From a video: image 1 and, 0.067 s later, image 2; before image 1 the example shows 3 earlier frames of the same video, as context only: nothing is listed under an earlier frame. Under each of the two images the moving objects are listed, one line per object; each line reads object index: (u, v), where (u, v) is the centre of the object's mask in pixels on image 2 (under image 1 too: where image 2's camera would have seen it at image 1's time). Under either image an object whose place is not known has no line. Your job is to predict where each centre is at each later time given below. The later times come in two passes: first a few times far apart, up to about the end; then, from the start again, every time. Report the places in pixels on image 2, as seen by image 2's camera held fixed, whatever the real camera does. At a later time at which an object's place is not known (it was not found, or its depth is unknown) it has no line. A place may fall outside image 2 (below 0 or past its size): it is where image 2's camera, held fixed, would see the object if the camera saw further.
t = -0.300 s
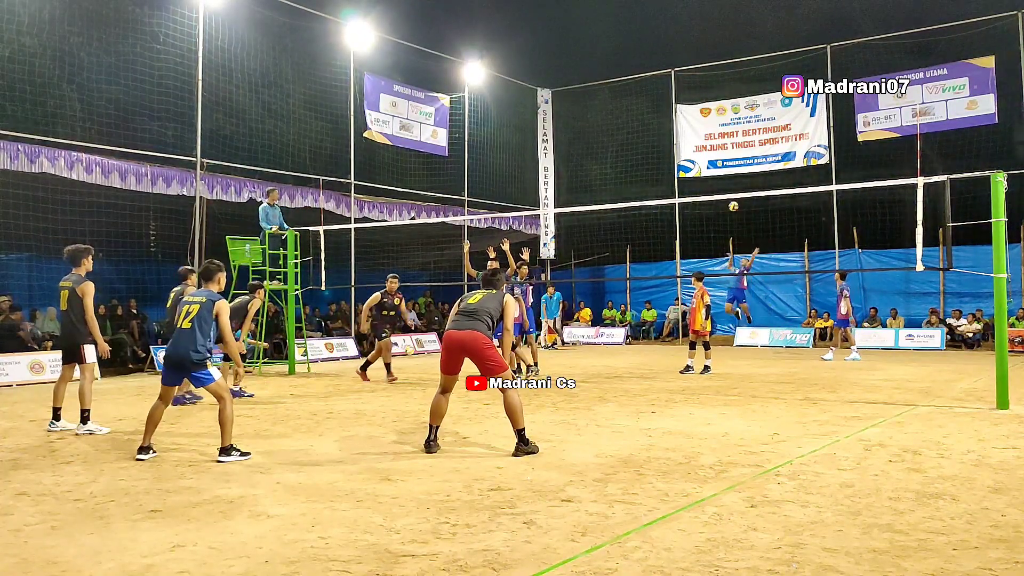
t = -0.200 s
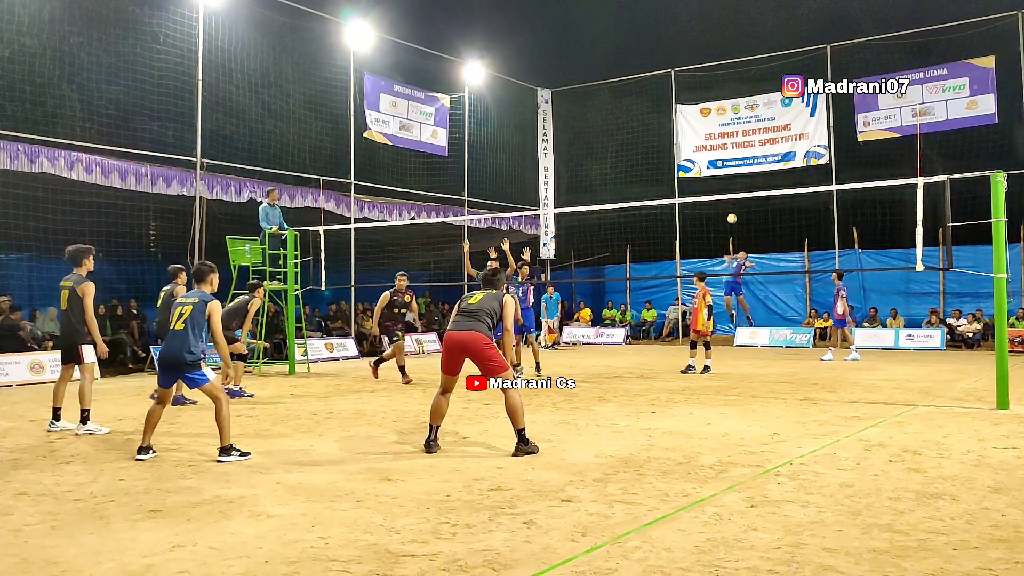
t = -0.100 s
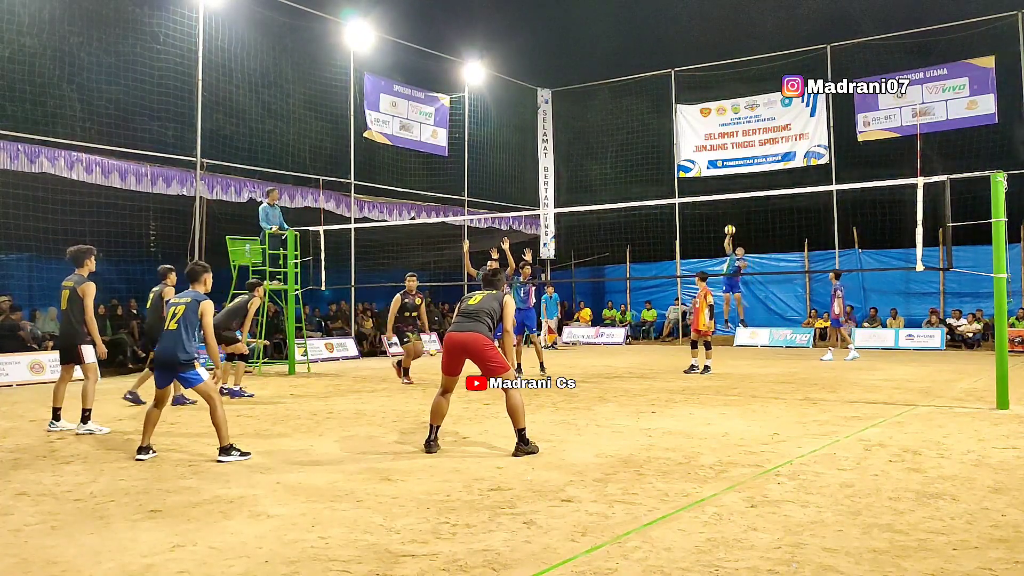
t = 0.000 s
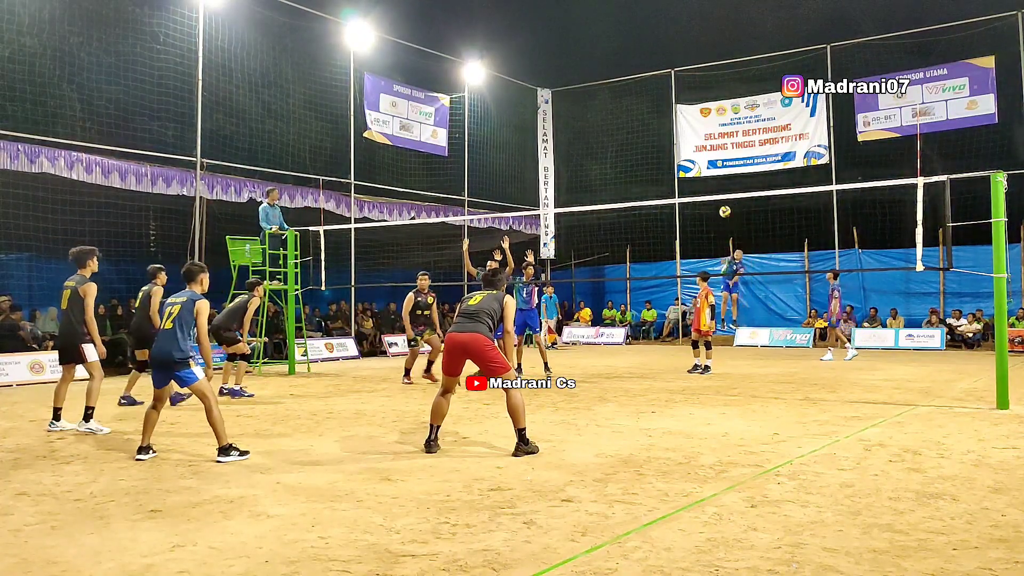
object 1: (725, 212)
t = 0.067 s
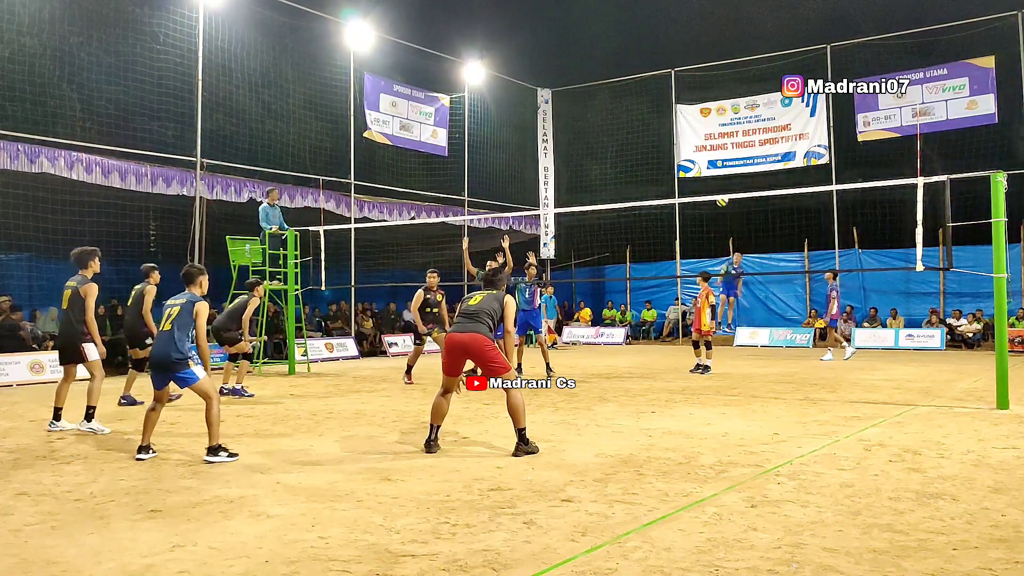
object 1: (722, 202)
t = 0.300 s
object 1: (711, 175)
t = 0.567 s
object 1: (703, 188)
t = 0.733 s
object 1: (706, 263)
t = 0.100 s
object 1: (720, 195)
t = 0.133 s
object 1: (719, 190)
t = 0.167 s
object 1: (717, 186)
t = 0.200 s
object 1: (716, 183)
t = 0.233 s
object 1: (714, 180)
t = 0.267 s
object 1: (713, 177)
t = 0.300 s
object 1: (711, 175)
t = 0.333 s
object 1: (711, 173)
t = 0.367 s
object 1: (710, 172)
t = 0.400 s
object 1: (709, 172)
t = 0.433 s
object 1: (708, 172)
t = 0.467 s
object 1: (706, 175)
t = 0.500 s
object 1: (705, 178)
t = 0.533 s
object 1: (704, 182)
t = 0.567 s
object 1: (703, 188)
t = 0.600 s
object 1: (703, 197)
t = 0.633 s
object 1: (703, 209)
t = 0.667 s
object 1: (704, 223)
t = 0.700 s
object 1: (705, 241)
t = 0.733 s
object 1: (706, 263)
